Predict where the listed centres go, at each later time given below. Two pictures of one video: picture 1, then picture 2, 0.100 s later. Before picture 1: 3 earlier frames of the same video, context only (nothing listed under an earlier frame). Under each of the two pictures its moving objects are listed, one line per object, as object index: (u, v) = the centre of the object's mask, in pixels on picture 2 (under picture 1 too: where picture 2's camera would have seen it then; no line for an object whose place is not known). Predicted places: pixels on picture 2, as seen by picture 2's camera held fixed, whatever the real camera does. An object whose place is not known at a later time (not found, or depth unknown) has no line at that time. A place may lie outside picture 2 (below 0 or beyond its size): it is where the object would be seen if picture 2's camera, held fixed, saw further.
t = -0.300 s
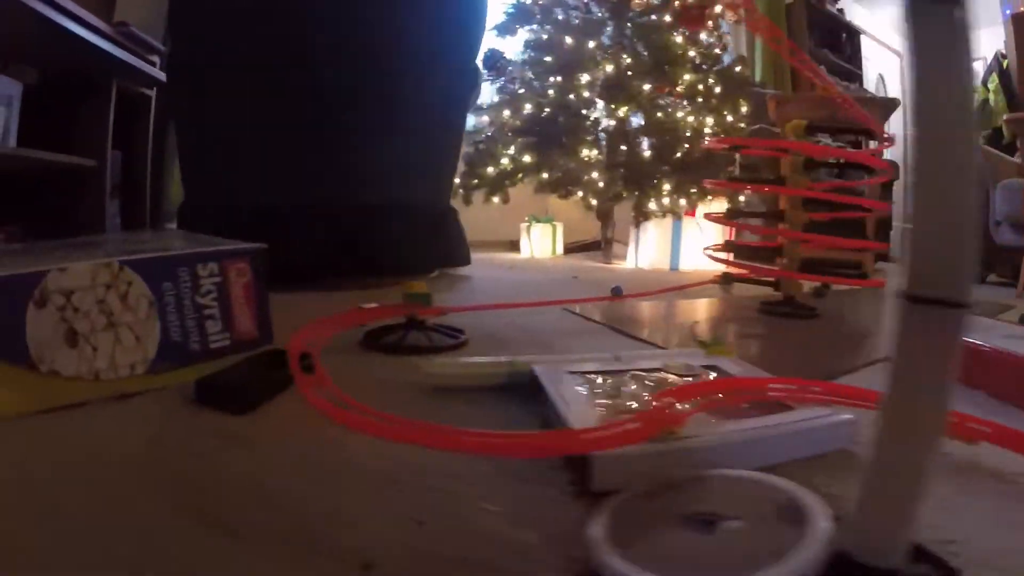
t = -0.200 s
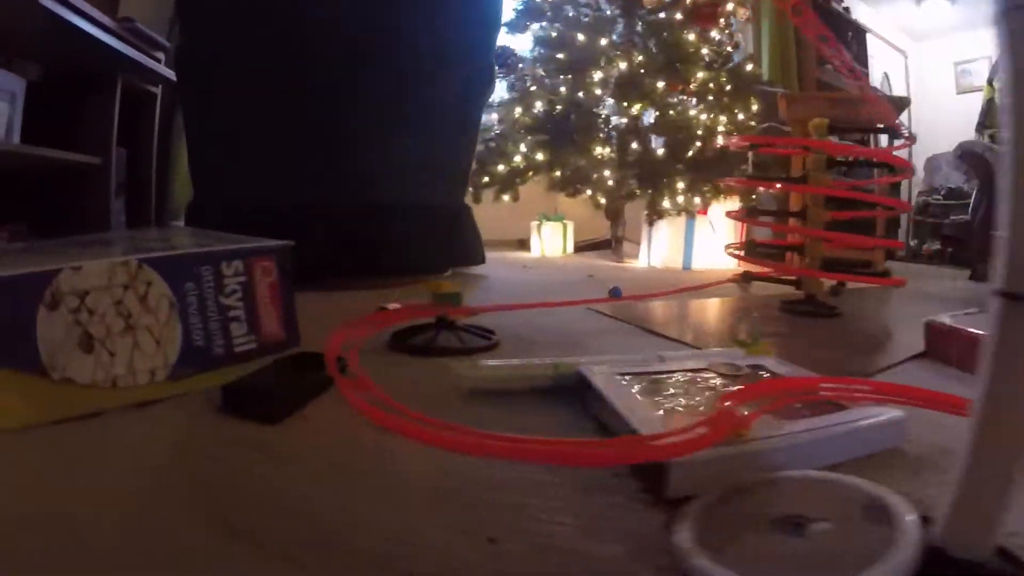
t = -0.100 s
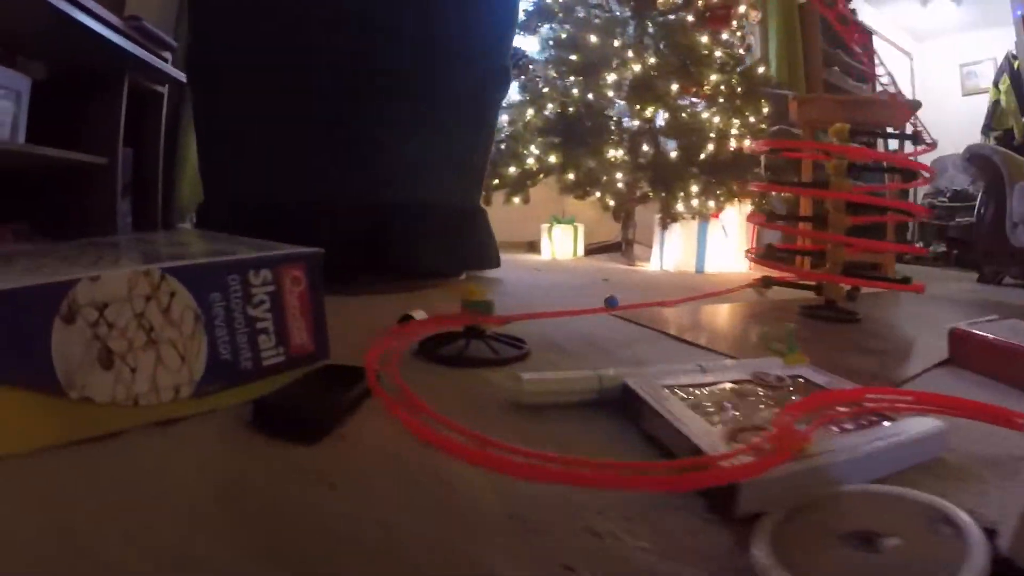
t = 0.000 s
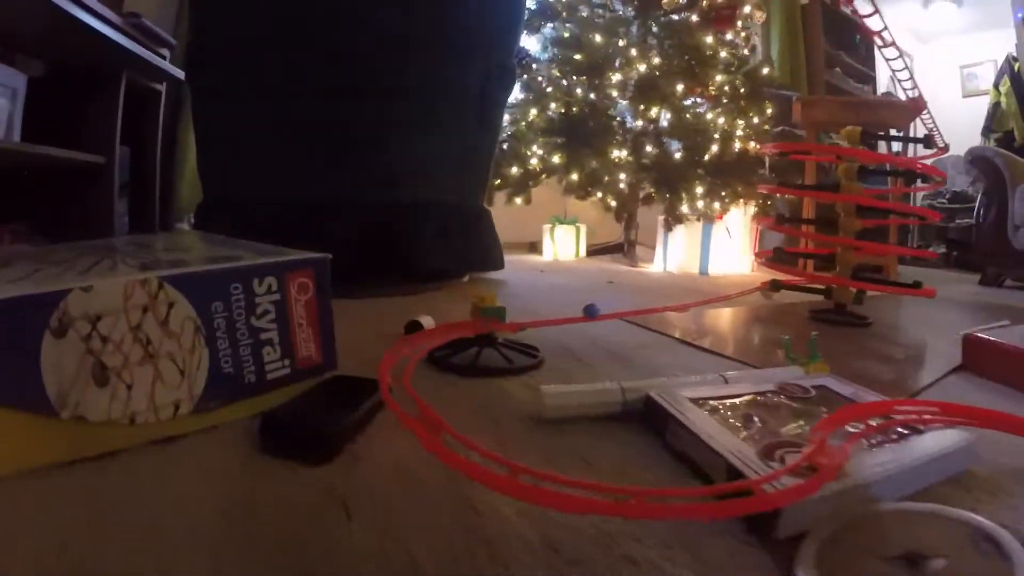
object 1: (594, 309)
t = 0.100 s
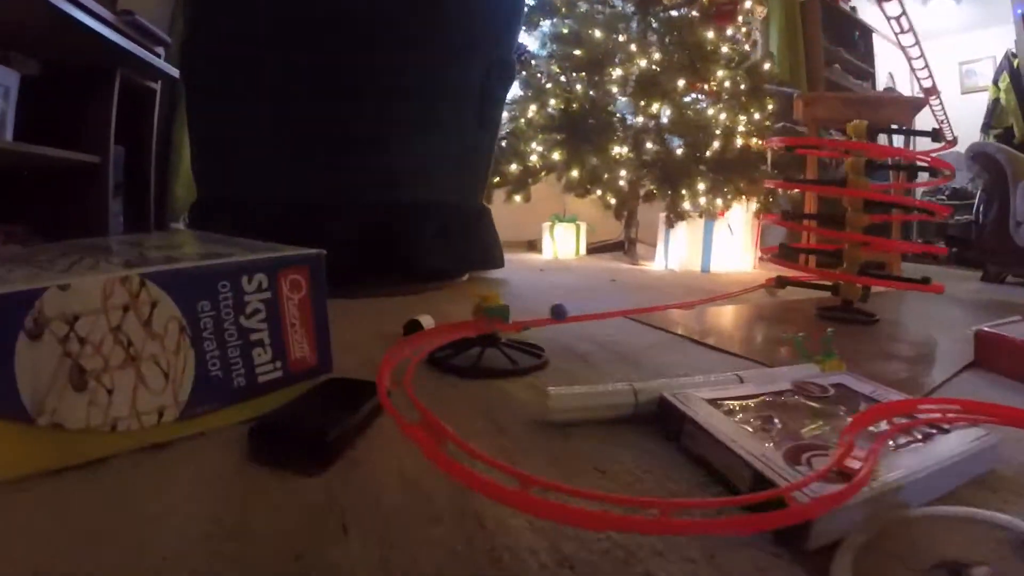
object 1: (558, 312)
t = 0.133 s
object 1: (545, 313)
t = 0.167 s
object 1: (532, 315)
